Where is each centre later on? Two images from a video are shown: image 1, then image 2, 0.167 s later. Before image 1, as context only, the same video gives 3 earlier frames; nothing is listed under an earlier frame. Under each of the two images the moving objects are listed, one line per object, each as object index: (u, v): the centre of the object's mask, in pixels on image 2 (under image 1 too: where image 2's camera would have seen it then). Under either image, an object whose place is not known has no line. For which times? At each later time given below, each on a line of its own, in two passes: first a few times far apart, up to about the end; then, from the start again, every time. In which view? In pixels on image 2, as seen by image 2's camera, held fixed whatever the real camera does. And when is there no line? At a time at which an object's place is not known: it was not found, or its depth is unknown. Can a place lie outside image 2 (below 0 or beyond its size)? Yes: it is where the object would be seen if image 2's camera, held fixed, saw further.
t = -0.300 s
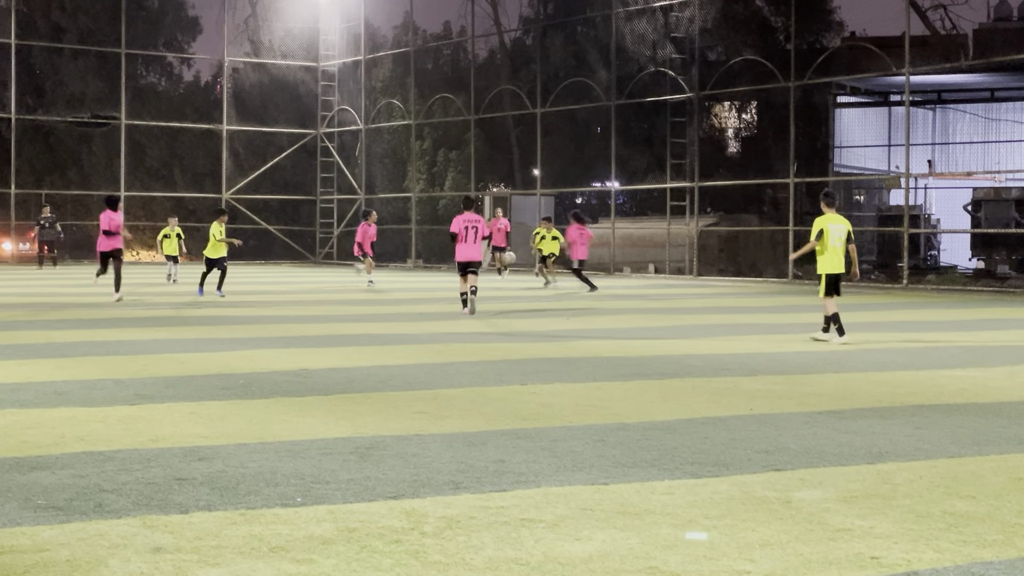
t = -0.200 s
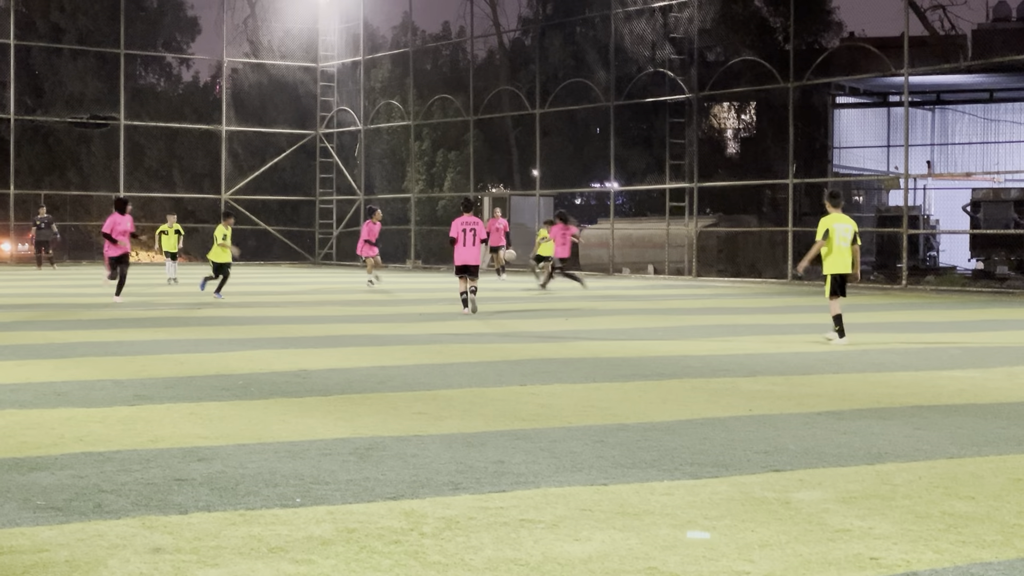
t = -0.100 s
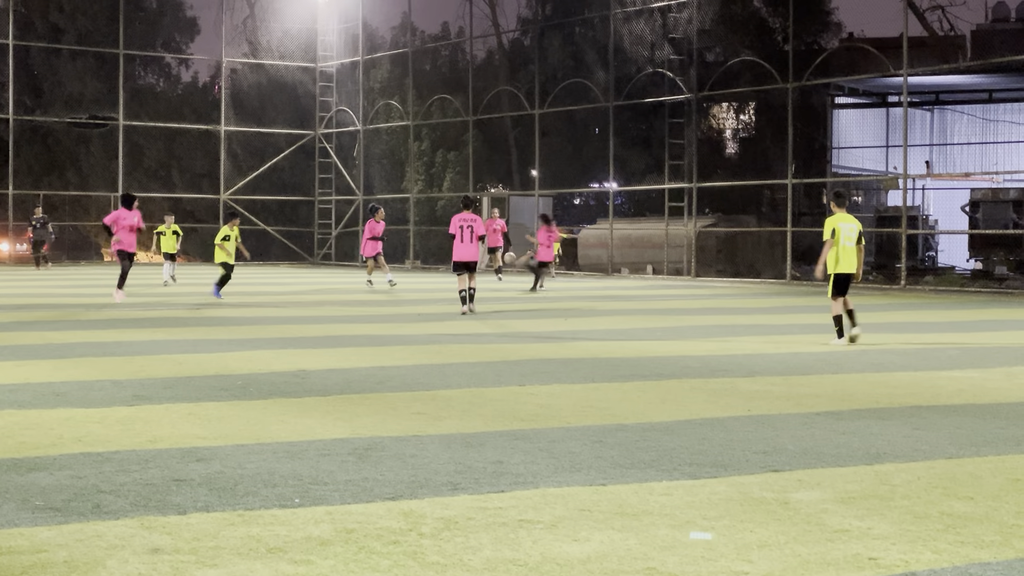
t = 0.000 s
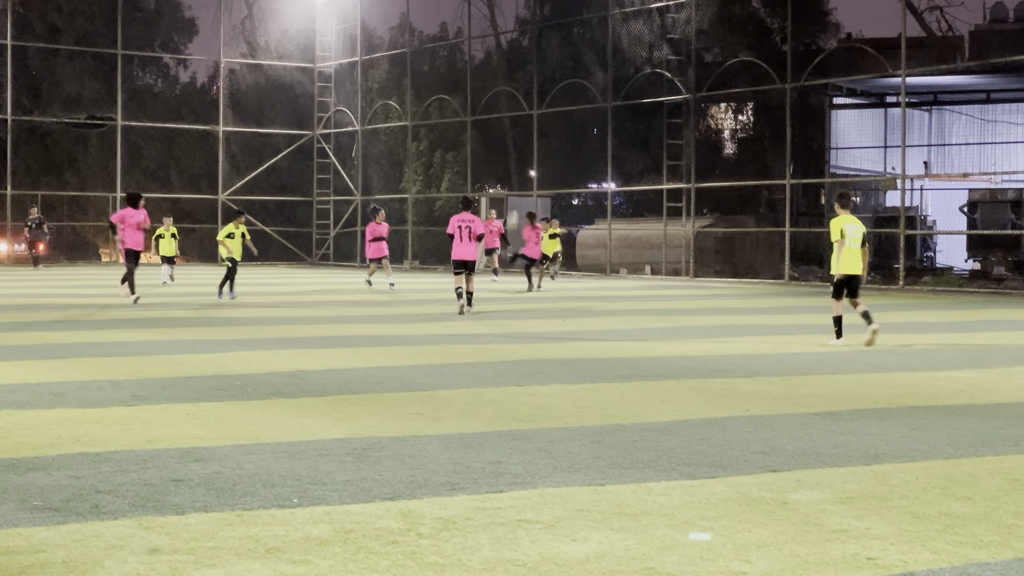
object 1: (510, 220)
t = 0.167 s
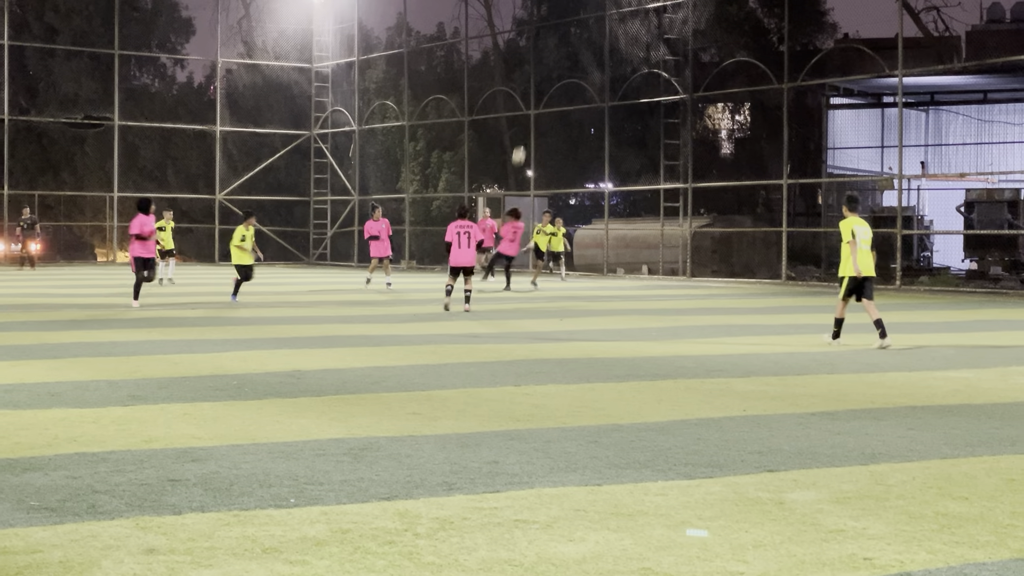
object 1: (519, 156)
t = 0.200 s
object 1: (521, 144)
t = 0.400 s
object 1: (533, 86)
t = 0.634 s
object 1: (549, 43)
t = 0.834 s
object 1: (573, 32)
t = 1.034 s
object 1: (578, 48)
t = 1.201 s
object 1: (590, 86)
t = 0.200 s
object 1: (521, 144)
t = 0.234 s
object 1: (523, 134)
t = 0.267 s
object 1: (525, 123)
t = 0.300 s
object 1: (527, 113)
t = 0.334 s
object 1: (529, 103)
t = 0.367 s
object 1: (531, 94)
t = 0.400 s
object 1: (533, 86)
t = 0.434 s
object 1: (535, 78)
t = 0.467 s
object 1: (537, 70)
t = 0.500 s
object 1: (540, 63)
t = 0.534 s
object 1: (542, 57)
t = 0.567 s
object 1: (545, 51)
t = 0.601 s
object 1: (547, 46)
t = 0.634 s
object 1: (549, 43)
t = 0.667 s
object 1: (552, 39)
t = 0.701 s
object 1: (554, 36)
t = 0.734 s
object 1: (556, 34)
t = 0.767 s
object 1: (559, 33)
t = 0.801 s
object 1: (561, 32)
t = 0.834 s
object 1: (573, 32)
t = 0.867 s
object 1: (566, 33)
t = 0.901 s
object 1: (568, 34)
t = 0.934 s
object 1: (571, 36)
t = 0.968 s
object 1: (574, 39)
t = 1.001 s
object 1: (576, 44)
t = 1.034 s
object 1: (578, 48)
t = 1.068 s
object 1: (580, 54)
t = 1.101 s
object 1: (582, 61)
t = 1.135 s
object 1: (585, 68)
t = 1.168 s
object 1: (587, 77)
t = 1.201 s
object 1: (590, 86)
